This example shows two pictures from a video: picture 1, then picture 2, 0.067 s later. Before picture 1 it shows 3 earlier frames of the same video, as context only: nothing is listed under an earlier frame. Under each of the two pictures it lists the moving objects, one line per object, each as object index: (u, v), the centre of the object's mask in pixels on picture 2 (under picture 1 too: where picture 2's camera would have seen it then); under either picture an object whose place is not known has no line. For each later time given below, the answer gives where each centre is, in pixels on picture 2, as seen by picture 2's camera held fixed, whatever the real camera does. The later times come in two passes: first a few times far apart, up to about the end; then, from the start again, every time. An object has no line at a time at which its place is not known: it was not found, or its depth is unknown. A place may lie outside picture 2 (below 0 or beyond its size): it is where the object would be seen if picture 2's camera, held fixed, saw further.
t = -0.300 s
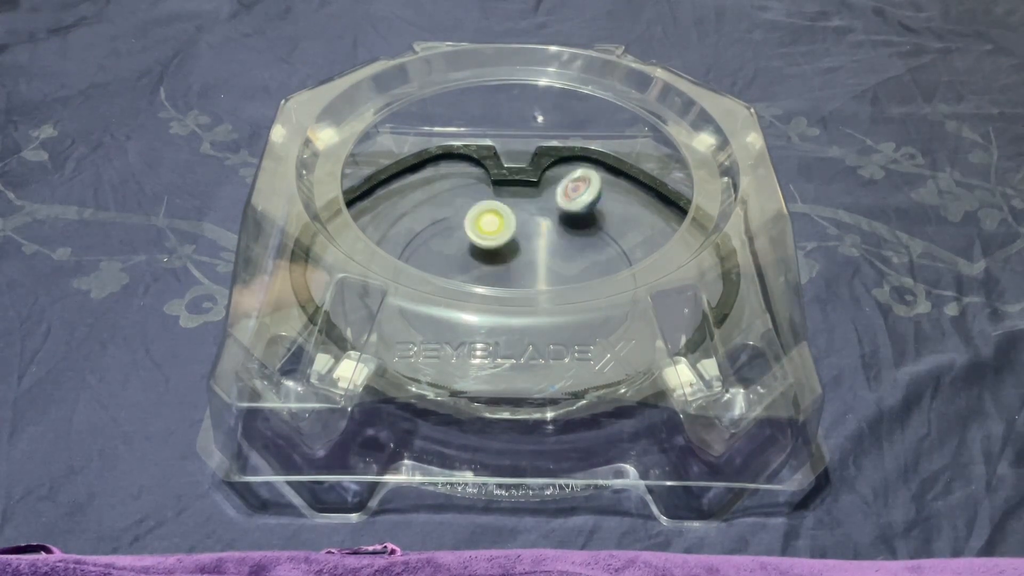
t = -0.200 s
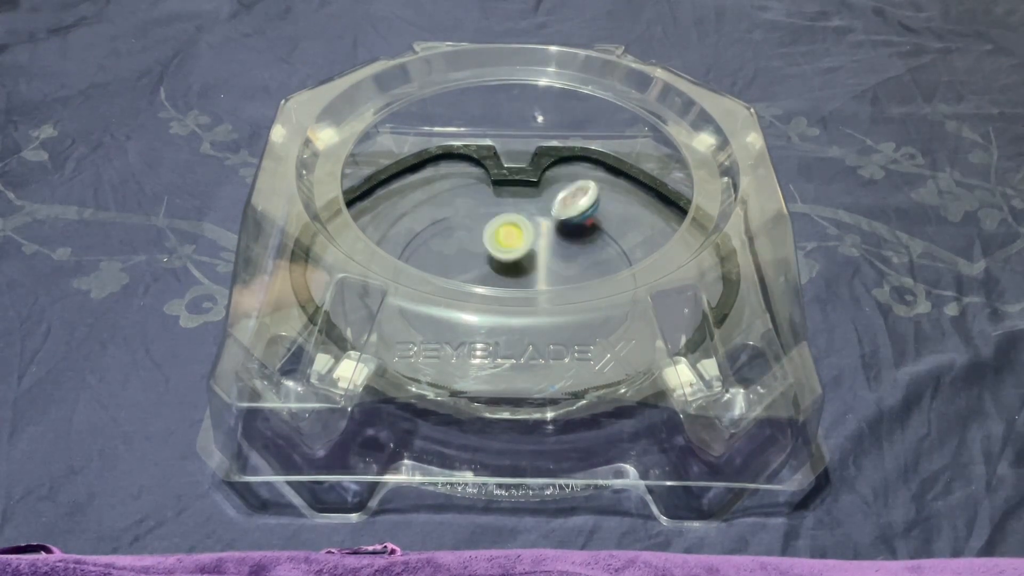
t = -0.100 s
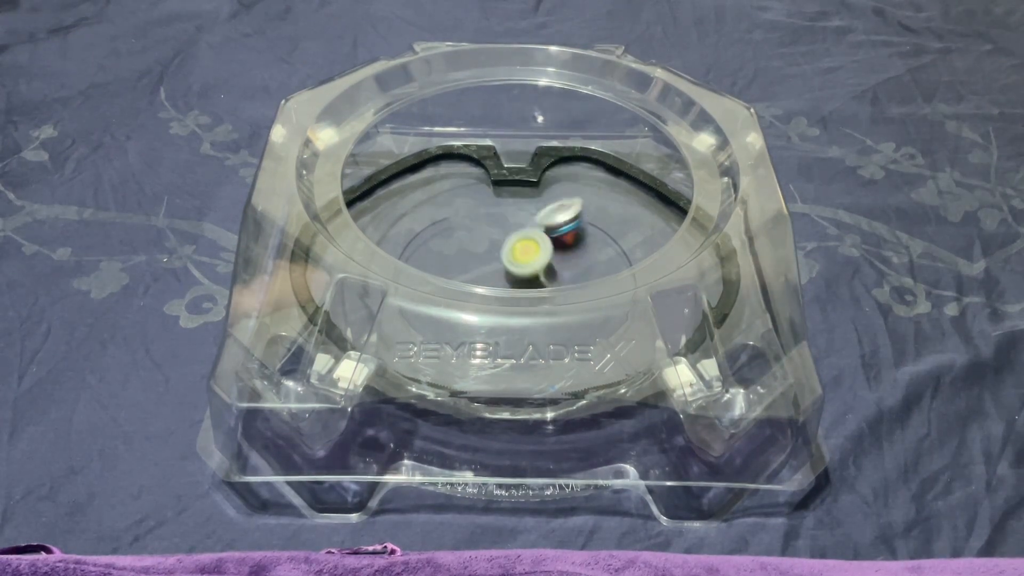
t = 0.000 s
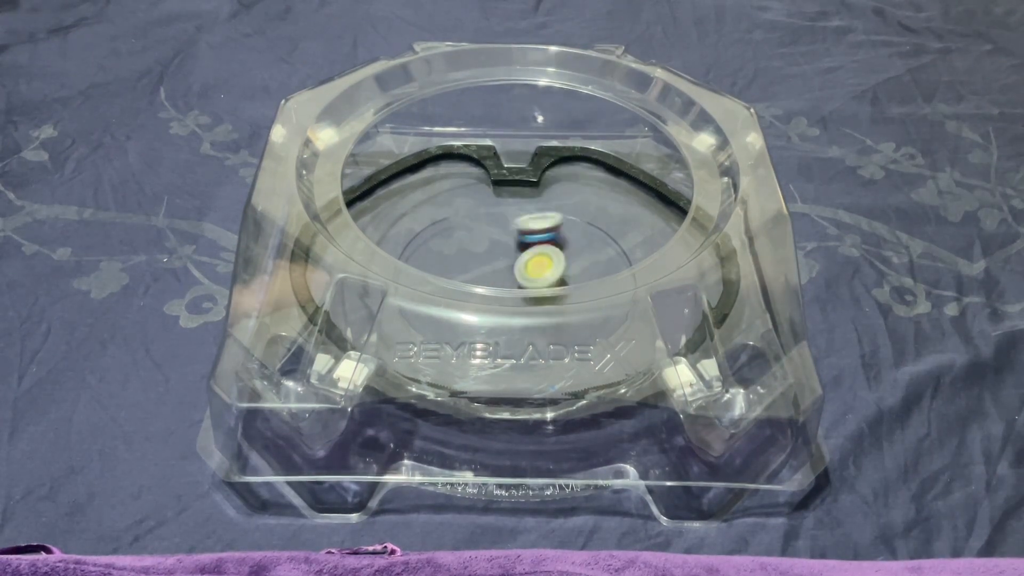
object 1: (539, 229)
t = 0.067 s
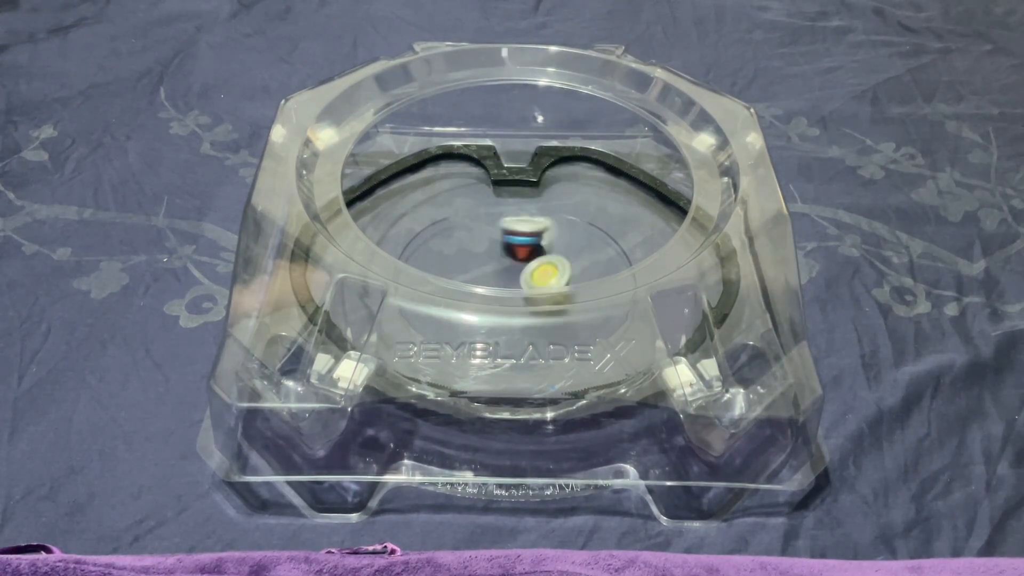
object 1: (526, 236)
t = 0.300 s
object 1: (485, 221)
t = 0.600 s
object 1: (489, 206)
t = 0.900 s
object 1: (505, 230)
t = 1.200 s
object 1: (582, 166)
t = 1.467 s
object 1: (580, 152)
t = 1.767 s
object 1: (589, 157)
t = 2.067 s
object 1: (569, 169)
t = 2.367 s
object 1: (552, 183)
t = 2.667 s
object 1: (520, 221)
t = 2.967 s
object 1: (497, 225)
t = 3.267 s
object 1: (491, 216)
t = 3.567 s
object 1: (484, 238)
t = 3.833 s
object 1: (477, 236)
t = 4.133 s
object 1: (477, 247)
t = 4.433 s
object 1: (475, 256)
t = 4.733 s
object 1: (478, 260)
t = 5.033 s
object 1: (408, 251)
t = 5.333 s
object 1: (380, 245)
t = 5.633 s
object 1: (455, 230)
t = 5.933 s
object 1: (602, 224)
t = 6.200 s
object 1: (635, 208)
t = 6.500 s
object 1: (608, 216)
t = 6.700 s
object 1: (556, 222)
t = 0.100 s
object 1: (523, 237)
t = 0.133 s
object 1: (509, 236)
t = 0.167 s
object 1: (502, 232)
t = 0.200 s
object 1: (496, 229)
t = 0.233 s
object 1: (492, 227)
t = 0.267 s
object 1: (488, 224)
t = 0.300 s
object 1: (485, 221)
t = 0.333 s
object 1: (483, 218)
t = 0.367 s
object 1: (482, 214)
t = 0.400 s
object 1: (482, 211)
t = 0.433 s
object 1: (482, 209)
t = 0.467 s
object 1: (483, 208)
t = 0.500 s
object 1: (484, 207)
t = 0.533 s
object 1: (485, 206)
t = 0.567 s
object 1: (487, 206)
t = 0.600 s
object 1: (489, 206)
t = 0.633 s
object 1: (491, 208)
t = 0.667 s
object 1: (493, 209)
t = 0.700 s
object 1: (495, 212)
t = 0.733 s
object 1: (497, 214)
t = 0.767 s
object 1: (499, 217)
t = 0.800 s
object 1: (500, 221)
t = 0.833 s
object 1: (501, 225)
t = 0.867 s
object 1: (502, 229)
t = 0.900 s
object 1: (505, 230)
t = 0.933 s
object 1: (518, 213)
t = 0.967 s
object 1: (530, 193)
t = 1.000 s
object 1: (542, 183)
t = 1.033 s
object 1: (551, 180)
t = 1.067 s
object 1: (562, 179)
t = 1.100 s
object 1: (569, 173)
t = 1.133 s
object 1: (574, 172)
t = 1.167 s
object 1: (580, 160)
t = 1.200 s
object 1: (582, 166)
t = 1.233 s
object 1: (585, 160)
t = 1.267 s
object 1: (585, 159)
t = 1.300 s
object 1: (584, 158)
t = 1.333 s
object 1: (581, 158)
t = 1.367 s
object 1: (581, 156)
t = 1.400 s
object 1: (580, 155)
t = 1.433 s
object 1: (580, 153)
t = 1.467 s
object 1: (580, 152)
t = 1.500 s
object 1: (581, 151)
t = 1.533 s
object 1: (582, 150)
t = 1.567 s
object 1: (583, 150)
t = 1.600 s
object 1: (585, 150)
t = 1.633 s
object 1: (586, 151)
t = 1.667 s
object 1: (587, 152)
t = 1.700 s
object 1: (588, 154)
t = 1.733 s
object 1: (589, 155)
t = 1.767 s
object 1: (589, 157)
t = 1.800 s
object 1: (588, 159)
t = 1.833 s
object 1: (587, 160)
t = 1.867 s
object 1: (586, 162)
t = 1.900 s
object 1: (584, 164)
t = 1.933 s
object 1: (582, 166)
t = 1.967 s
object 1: (579, 166)
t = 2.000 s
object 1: (576, 168)
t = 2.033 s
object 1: (573, 168)
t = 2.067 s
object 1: (569, 169)
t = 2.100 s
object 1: (565, 169)
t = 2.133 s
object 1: (561, 169)
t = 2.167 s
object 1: (557, 168)
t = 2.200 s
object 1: (553, 167)
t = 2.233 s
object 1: (550, 166)
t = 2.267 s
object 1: (548, 168)
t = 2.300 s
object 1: (550, 174)
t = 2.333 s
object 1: (552, 177)
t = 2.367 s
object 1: (552, 183)
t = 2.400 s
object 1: (552, 187)
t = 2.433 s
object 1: (550, 194)
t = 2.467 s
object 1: (547, 200)
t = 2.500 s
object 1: (543, 206)
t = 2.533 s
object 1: (539, 213)
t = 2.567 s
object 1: (535, 218)
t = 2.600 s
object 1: (528, 218)
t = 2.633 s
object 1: (523, 219)
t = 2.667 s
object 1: (520, 221)
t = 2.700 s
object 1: (517, 224)
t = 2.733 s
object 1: (515, 226)
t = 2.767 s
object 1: (513, 227)
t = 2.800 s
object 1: (509, 228)
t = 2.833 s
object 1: (505, 228)
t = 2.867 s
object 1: (502, 228)
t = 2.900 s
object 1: (500, 227)
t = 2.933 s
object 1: (499, 227)
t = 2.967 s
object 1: (497, 225)
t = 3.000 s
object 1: (495, 224)
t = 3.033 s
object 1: (495, 221)
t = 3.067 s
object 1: (494, 220)
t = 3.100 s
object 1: (494, 218)
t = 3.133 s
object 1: (494, 218)
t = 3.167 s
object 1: (494, 218)
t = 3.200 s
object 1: (493, 218)
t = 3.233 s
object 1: (491, 216)
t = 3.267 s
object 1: (491, 216)
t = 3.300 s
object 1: (491, 217)
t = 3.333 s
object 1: (491, 219)
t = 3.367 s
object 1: (491, 221)
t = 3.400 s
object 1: (491, 225)
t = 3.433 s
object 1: (490, 229)
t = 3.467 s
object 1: (489, 231)
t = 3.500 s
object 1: (488, 234)
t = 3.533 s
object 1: (486, 236)
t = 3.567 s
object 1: (484, 238)
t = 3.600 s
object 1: (482, 239)
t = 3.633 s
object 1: (480, 241)
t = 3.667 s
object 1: (479, 241)
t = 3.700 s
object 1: (477, 239)
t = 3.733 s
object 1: (477, 237)
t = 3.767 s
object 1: (477, 237)
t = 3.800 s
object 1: (477, 236)
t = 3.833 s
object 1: (477, 236)
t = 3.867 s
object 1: (477, 236)
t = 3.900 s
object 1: (477, 237)
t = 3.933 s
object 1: (477, 238)
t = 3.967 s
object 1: (476, 239)
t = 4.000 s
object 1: (476, 241)
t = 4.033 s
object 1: (476, 242)
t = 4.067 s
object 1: (476, 243)
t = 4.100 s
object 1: (477, 245)
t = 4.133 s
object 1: (477, 247)
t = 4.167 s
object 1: (477, 249)
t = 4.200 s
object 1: (478, 253)
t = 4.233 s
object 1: (477, 253)
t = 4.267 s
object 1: (476, 255)
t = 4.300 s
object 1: (475, 256)
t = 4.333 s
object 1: (474, 257)
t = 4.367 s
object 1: (474, 257)
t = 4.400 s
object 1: (474, 257)
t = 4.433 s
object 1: (475, 256)
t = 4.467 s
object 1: (475, 256)
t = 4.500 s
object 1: (476, 256)
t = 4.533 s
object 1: (476, 256)
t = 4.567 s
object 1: (477, 256)
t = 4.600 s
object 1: (477, 257)
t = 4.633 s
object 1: (477, 258)
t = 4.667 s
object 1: (477, 259)
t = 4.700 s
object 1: (478, 259)
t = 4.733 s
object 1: (478, 260)
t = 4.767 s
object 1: (479, 261)
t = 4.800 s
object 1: (480, 262)
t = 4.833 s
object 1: (480, 264)
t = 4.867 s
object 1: (480, 265)
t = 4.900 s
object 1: (468, 263)
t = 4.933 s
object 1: (448, 263)
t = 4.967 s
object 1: (431, 259)
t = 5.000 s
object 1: (418, 255)
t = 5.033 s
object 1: (408, 251)
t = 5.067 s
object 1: (402, 249)
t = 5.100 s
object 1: (398, 247)
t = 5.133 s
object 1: (389, 256)
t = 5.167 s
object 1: (384, 256)
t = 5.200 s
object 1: (381, 253)
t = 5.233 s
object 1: (379, 252)
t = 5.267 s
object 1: (379, 249)
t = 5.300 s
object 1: (379, 245)
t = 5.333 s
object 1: (380, 245)
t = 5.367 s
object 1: (386, 236)
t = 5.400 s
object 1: (389, 235)
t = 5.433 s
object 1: (392, 233)
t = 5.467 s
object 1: (397, 231)
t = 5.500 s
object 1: (403, 229)
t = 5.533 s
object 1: (412, 228)
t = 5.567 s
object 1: (424, 229)
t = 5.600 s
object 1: (439, 228)
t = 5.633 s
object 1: (455, 230)
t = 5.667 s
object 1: (470, 231)
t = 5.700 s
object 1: (486, 231)
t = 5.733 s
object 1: (498, 230)
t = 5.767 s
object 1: (515, 222)
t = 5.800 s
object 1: (542, 221)
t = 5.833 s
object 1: (560, 225)
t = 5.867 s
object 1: (573, 227)
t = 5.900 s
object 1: (589, 227)
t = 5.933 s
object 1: (602, 224)
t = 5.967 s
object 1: (612, 223)
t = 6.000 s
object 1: (621, 221)
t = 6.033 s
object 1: (628, 221)
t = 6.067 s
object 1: (632, 219)
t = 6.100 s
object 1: (636, 216)
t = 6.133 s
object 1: (636, 213)
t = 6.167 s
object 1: (635, 210)
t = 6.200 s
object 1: (635, 208)
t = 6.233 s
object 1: (635, 208)
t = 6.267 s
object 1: (634, 209)
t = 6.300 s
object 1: (633, 210)
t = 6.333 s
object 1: (630, 212)
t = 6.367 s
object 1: (627, 212)
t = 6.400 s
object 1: (624, 213)
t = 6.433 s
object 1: (620, 214)
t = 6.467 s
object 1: (614, 215)
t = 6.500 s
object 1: (608, 216)
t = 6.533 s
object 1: (600, 218)
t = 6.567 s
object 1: (592, 219)
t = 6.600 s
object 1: (584, 221)
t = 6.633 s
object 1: (574, 221)
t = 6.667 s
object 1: (564, 222)
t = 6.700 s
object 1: (556, 222)
